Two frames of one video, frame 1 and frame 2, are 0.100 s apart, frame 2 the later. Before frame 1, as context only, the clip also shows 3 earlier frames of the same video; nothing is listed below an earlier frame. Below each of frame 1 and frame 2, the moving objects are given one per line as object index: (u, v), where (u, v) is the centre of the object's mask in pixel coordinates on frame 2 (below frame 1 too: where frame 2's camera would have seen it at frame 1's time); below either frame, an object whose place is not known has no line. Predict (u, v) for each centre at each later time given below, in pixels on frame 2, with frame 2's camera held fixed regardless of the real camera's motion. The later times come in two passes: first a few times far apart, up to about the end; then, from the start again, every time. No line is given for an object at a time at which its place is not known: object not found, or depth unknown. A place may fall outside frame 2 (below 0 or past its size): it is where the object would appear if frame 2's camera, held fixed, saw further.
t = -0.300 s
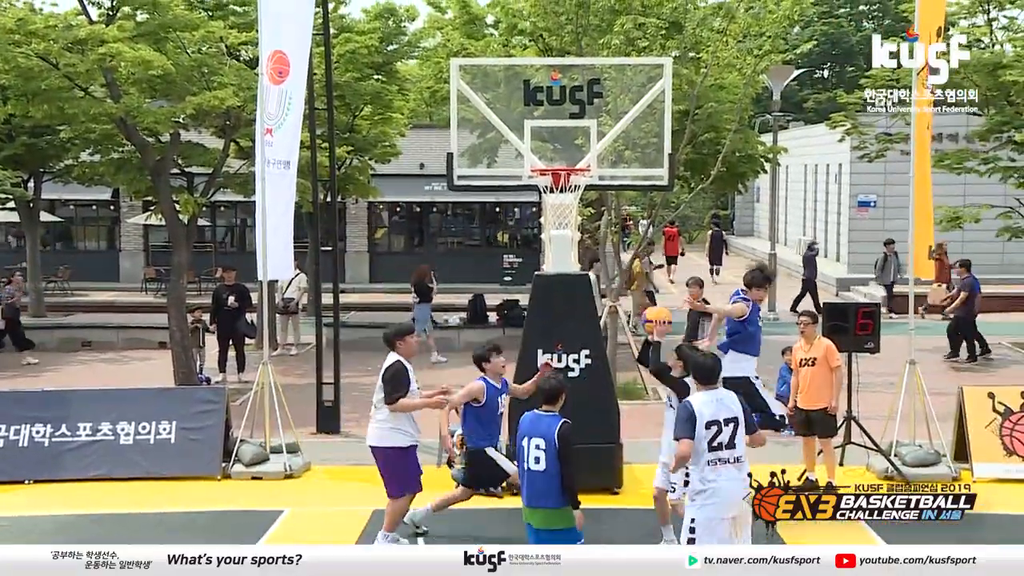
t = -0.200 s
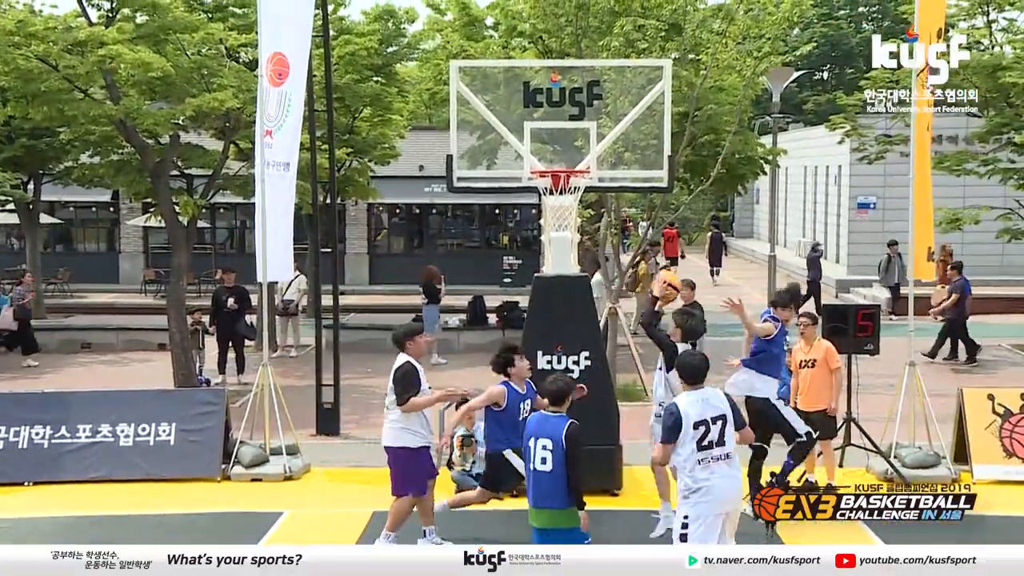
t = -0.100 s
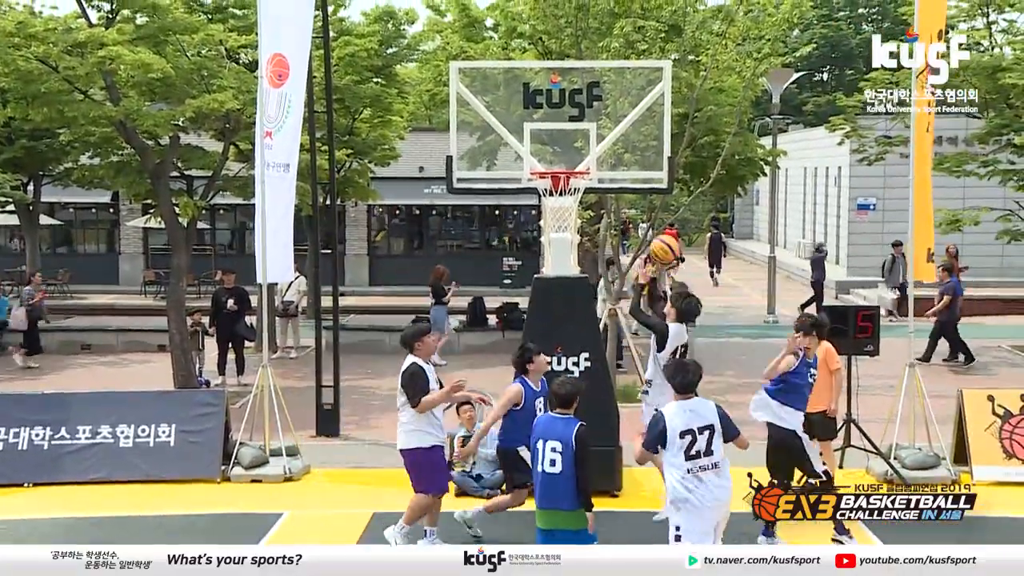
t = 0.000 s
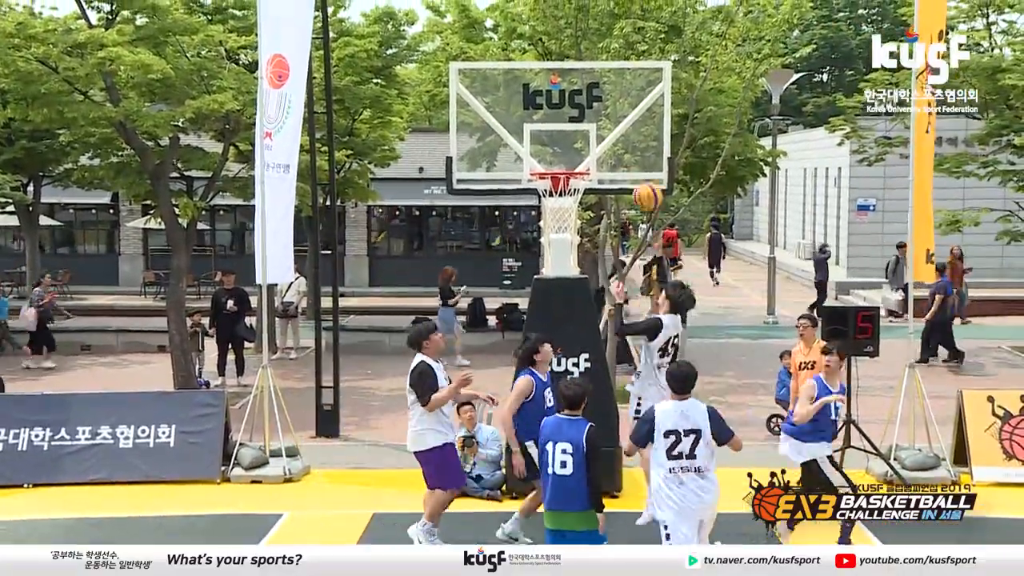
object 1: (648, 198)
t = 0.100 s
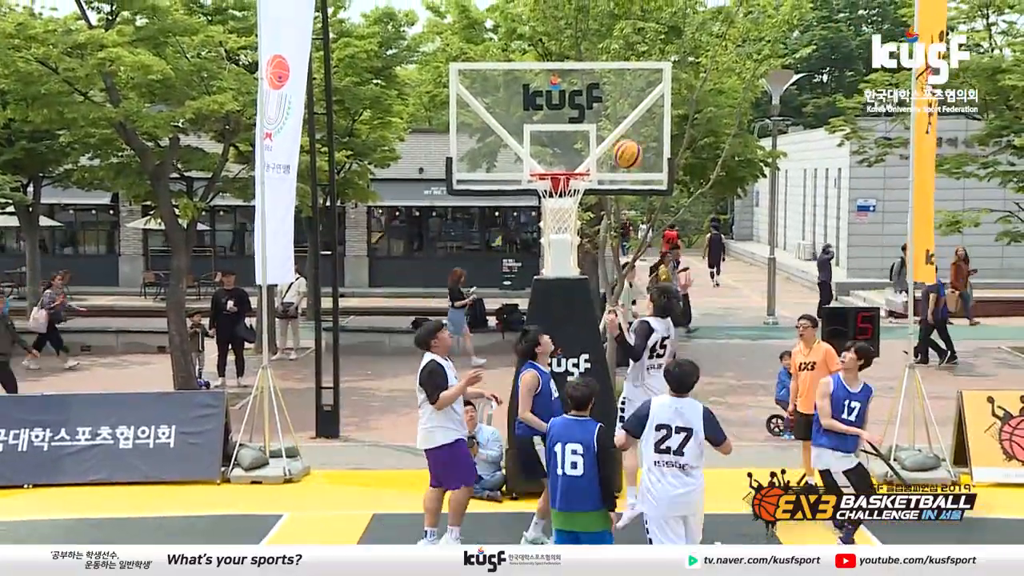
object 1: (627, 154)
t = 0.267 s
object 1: (595, 109)
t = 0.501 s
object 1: (566, 111)
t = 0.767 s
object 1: (562, 179)
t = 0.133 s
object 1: (620, 143)
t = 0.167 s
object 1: (614, 131)
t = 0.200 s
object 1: (608, 123)
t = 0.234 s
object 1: (602, 115)
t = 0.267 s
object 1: (595, 109)
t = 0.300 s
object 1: (589, 105)
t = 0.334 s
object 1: (584, 102)
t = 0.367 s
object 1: (580, 102)
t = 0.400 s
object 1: (577, 102)
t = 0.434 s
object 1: (573, 103)
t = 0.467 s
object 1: (570, 106)
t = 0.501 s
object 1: (566, 111)
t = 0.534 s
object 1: (563, 116)
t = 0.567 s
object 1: (559, 124)
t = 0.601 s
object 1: (556, 132)
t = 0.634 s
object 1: (552, 143)
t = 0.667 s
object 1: (548, 154)
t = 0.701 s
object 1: (544, 162)
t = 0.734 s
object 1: (553, 165)
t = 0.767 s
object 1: (562, 179)
